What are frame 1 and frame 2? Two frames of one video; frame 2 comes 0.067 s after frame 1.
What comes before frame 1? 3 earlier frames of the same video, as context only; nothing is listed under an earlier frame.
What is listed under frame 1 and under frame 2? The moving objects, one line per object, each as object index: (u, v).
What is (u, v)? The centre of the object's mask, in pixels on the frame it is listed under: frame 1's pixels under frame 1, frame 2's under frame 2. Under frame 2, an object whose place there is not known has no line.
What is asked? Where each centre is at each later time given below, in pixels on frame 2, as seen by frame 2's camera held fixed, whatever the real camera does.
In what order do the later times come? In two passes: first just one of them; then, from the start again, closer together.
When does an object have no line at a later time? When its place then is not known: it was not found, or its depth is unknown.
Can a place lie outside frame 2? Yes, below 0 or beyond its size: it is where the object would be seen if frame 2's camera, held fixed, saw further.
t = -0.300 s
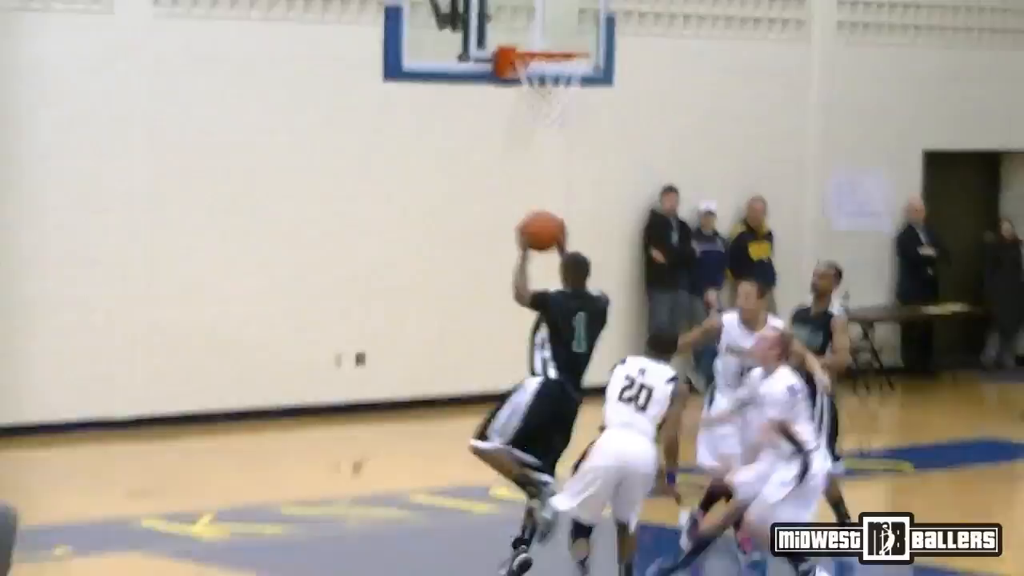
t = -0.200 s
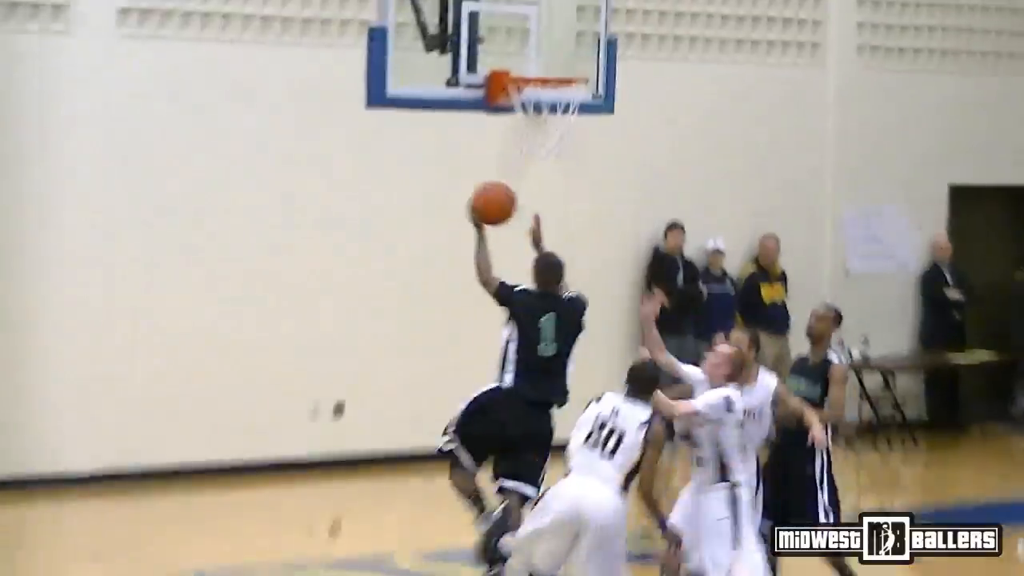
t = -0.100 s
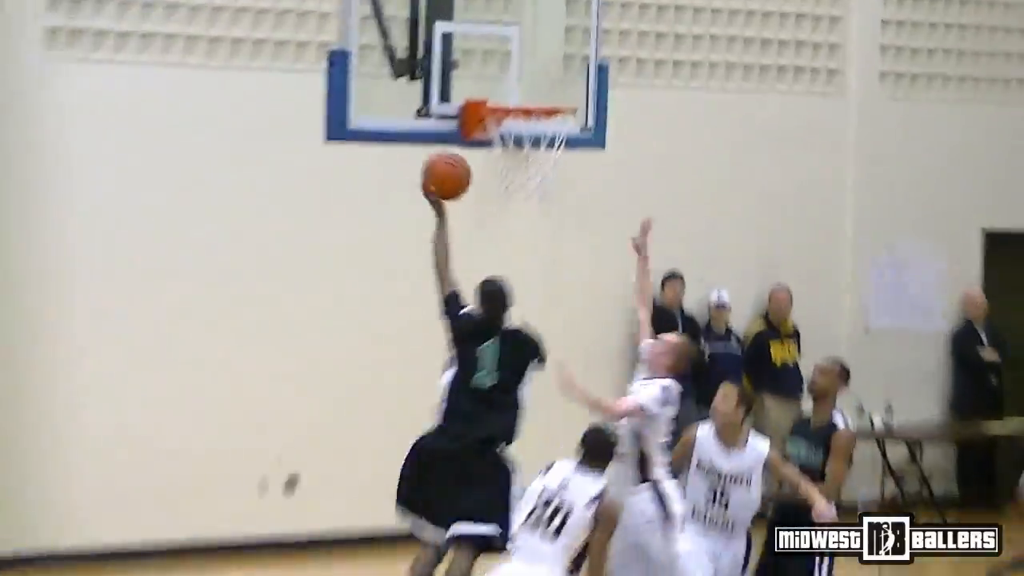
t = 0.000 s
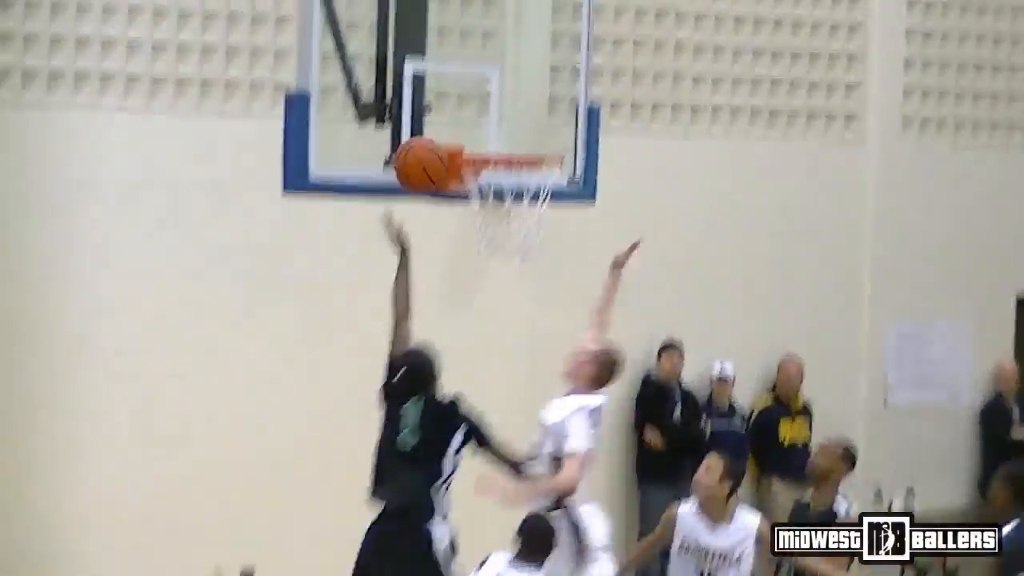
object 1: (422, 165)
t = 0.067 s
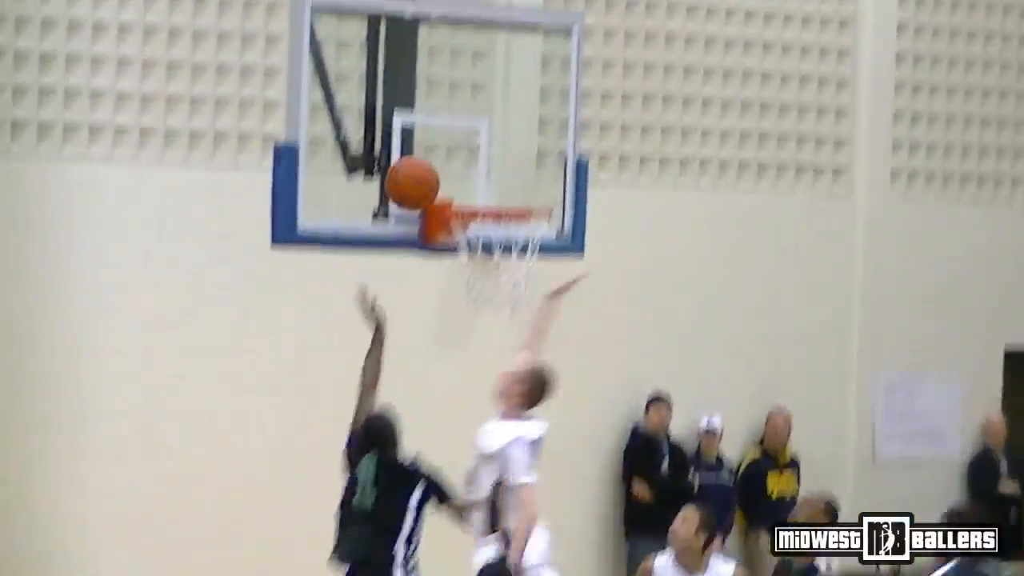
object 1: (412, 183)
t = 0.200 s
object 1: (415, 148)
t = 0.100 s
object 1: (412, 169)
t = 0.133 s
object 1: (413, 160)
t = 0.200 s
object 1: (415, 148)
